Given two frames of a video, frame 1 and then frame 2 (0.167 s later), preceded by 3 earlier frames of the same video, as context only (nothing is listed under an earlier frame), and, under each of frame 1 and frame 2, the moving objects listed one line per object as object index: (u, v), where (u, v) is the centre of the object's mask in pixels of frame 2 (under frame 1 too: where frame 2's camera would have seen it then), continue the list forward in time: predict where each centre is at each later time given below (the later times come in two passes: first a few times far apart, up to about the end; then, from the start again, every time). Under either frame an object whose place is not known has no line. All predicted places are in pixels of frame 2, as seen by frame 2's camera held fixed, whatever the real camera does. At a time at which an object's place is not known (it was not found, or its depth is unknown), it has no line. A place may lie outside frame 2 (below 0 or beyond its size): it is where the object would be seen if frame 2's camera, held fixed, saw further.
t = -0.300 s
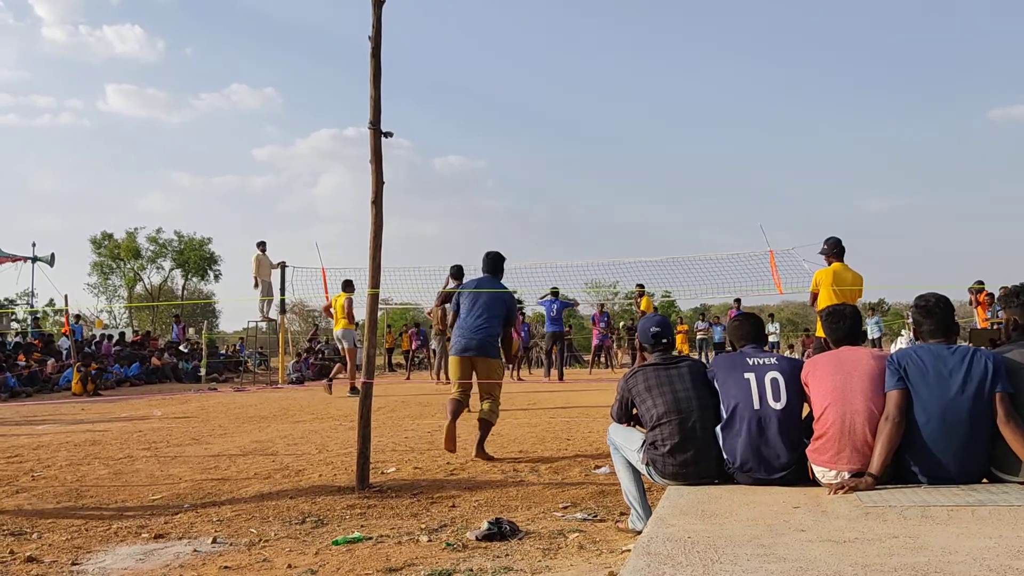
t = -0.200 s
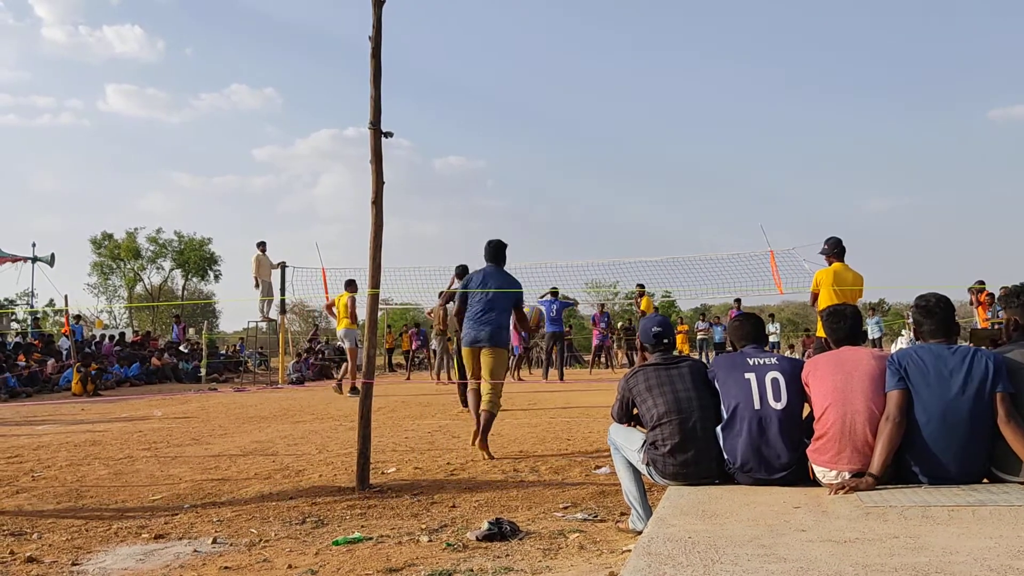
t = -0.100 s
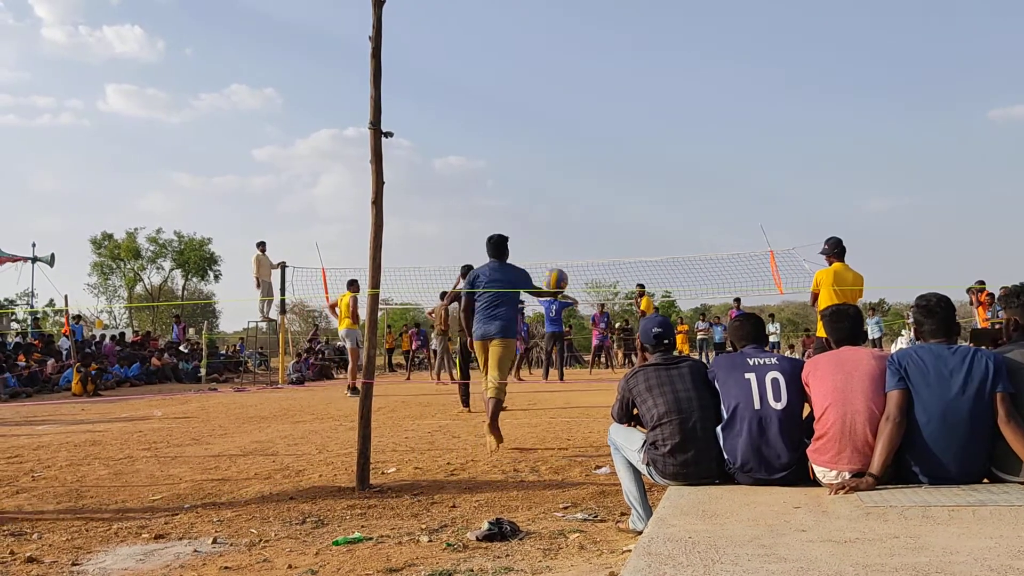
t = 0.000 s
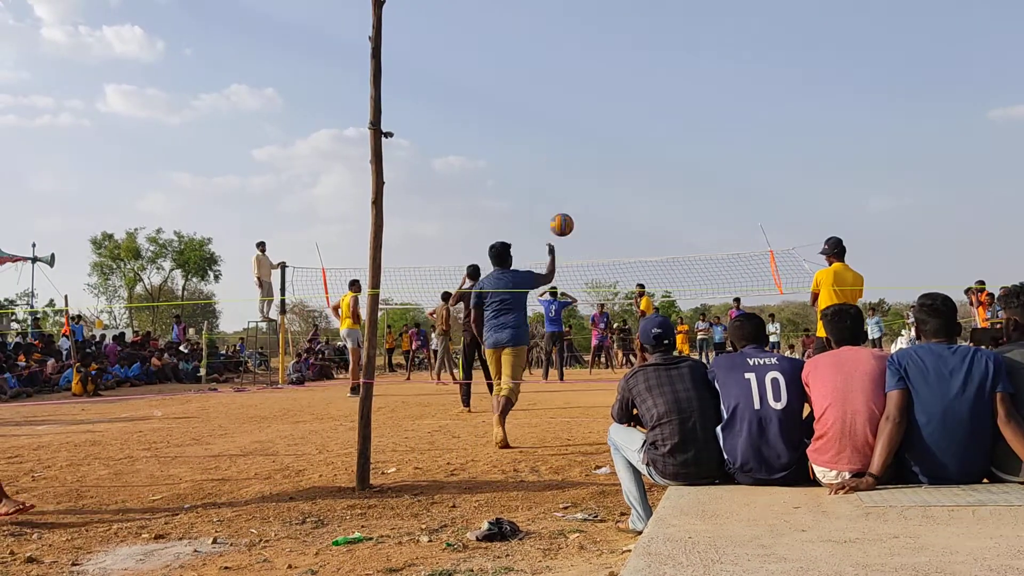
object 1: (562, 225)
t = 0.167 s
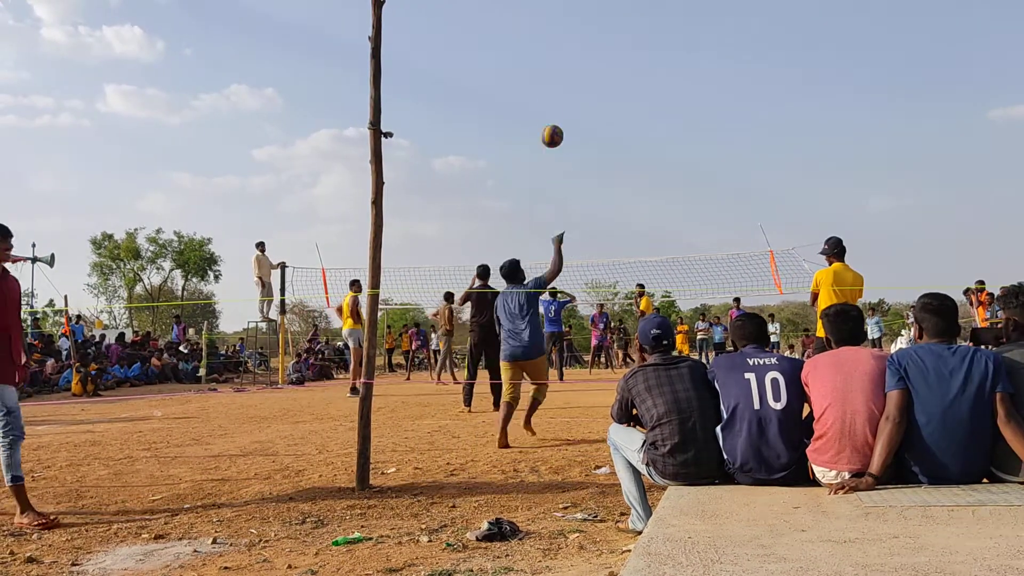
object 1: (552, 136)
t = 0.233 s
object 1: (548, 110)
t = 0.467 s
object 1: (541, 63)
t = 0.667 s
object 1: (539, 67)
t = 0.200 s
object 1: (550, 123)
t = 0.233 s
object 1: (548, 110)
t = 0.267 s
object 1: (547, 100)
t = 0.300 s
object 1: (546, 91)
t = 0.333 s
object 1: (545, 83)
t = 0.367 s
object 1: (544, 76)
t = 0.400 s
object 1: (543, 71)
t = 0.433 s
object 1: (542, 67)
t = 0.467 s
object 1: (541, 63)
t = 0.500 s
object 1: (541, 61)
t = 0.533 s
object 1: (541, 60)
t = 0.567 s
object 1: (540, 61)
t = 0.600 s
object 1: (540, 62)
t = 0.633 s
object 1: (539, 64)
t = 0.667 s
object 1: (539, 67)
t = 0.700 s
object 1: (538, 71)
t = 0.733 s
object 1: (538, 76)
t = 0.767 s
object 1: (539, 83)
